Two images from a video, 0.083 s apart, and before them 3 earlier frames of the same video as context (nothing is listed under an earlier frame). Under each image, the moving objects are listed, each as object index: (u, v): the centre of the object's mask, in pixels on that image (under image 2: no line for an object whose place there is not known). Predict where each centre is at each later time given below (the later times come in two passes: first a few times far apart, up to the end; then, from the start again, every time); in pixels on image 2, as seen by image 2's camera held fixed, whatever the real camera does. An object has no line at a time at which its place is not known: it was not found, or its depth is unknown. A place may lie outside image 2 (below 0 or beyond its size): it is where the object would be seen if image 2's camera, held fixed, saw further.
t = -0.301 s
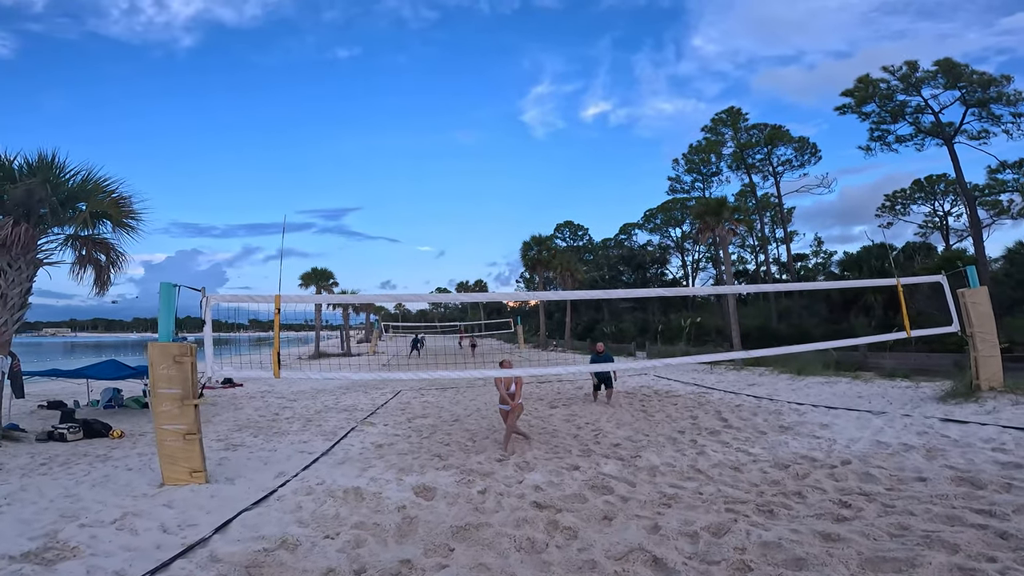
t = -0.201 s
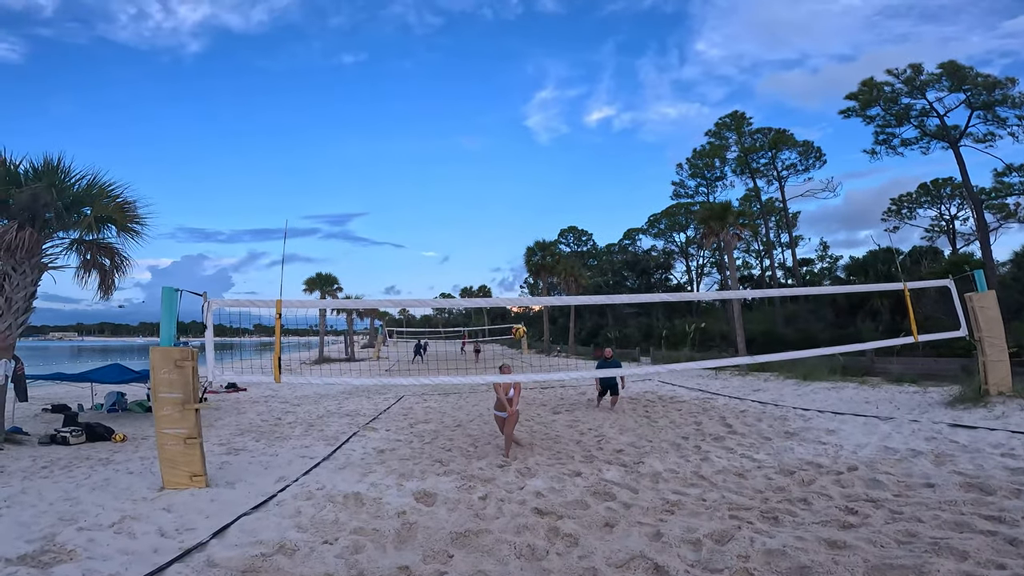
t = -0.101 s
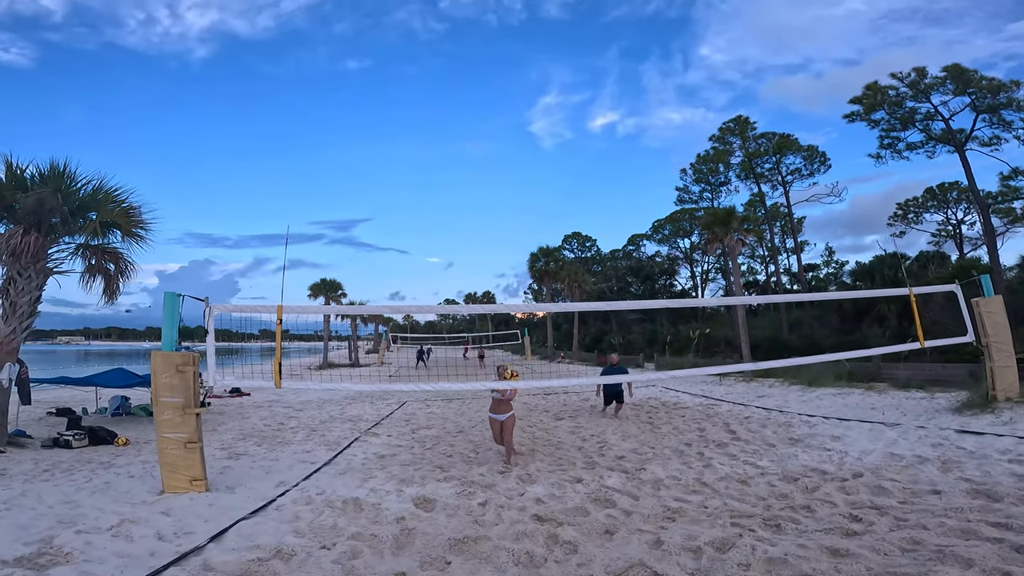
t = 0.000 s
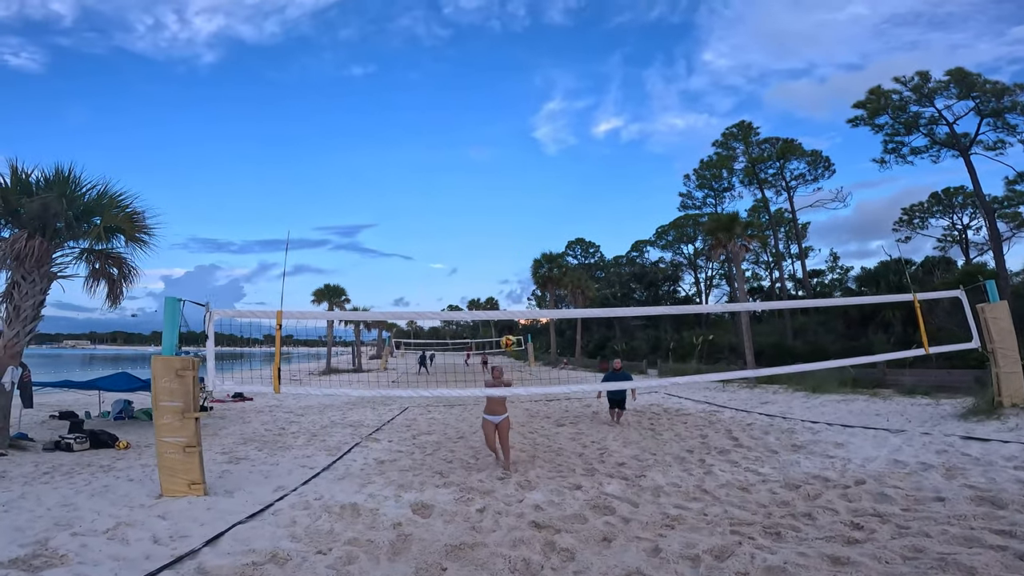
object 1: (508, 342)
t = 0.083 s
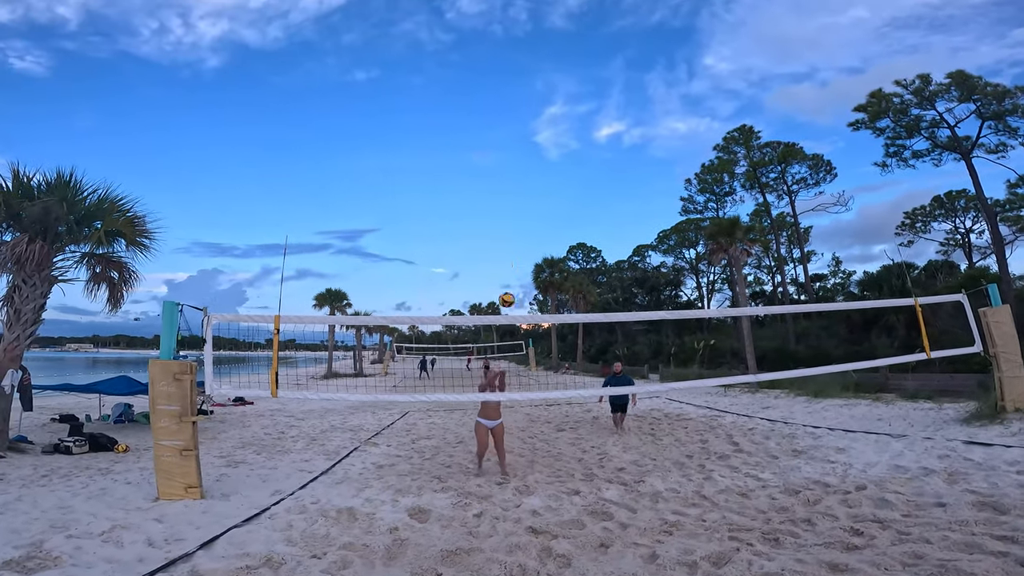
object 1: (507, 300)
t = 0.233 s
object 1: (503, 227)
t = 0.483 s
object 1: (503, 148)
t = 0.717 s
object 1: (505, 114)
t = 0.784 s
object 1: (505, 110)
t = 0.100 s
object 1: (506, 291)
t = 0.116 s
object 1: (505, 282)
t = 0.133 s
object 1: (505, 273)
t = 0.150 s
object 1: (505, 265)
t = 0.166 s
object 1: (504, 257)
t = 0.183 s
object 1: (504, 249)
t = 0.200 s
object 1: (503, 242)
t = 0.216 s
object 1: (503, 234)
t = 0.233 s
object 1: (503, 227)
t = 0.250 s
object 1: (503, 220)
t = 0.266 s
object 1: (503, 214)
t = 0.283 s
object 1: (503, 208)
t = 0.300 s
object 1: (502, 202)
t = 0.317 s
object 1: (502, 196)
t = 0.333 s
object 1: (502, 190)
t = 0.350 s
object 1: (502, 184)
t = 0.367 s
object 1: (502, 180)
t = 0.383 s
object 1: (502, 174)
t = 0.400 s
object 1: (502, 170)
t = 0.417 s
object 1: (502, 165)
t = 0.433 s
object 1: (502, 161)
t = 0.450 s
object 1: (503, 157)
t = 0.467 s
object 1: (503, 152)
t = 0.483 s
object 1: (503, 148)
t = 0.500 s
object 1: (503, 145)
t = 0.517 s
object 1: (503, 141)
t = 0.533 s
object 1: (503, 138)
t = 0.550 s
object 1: (503, 135)
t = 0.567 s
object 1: (503, 132)
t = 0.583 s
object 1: (503, 130)
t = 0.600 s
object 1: (503, 127)
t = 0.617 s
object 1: (503, 125)
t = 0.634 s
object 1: (504, 122)
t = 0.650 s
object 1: (504, 121)
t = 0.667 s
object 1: (504, 119)
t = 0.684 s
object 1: (504, 117)
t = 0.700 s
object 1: (505, 115)
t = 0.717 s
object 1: (505, 114)
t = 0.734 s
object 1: (505, 113)
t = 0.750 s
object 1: (505, 112)
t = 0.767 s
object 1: (505, 111)
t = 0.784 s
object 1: (505, 110)
